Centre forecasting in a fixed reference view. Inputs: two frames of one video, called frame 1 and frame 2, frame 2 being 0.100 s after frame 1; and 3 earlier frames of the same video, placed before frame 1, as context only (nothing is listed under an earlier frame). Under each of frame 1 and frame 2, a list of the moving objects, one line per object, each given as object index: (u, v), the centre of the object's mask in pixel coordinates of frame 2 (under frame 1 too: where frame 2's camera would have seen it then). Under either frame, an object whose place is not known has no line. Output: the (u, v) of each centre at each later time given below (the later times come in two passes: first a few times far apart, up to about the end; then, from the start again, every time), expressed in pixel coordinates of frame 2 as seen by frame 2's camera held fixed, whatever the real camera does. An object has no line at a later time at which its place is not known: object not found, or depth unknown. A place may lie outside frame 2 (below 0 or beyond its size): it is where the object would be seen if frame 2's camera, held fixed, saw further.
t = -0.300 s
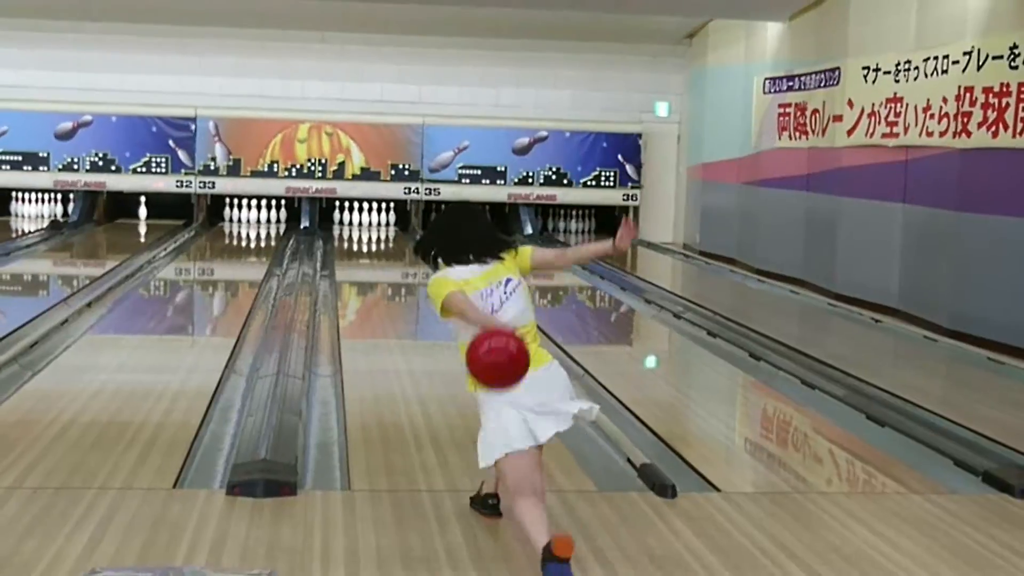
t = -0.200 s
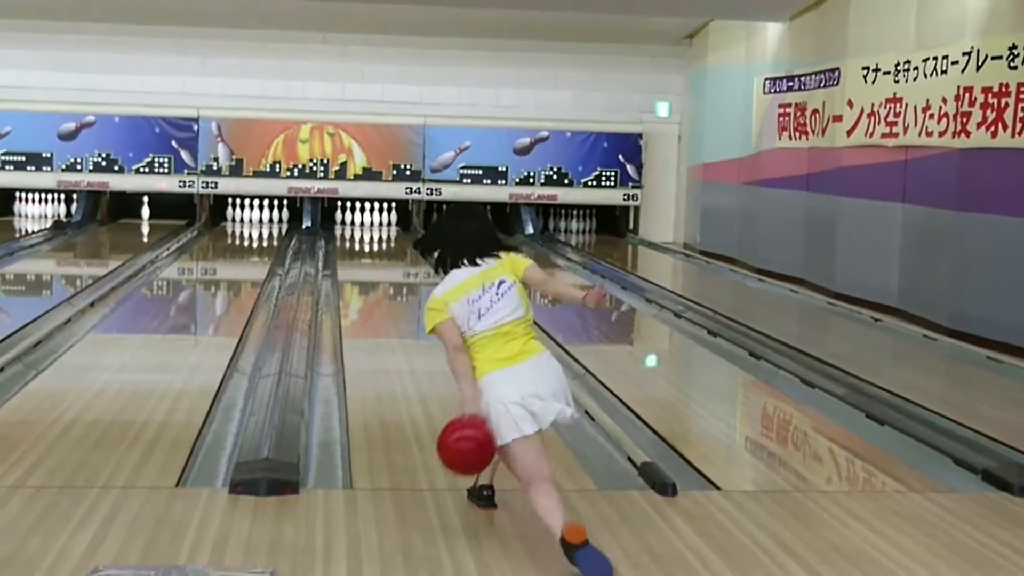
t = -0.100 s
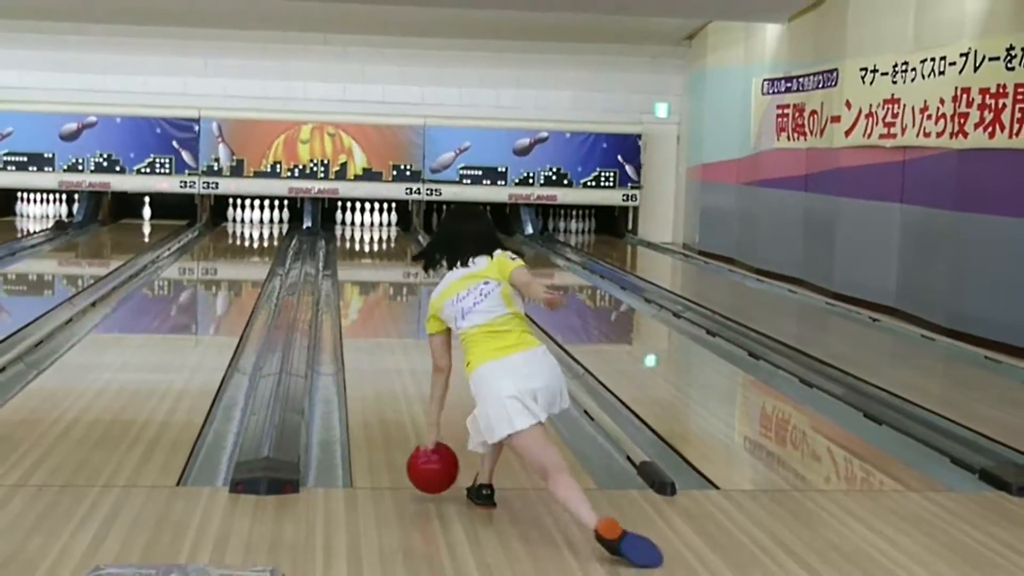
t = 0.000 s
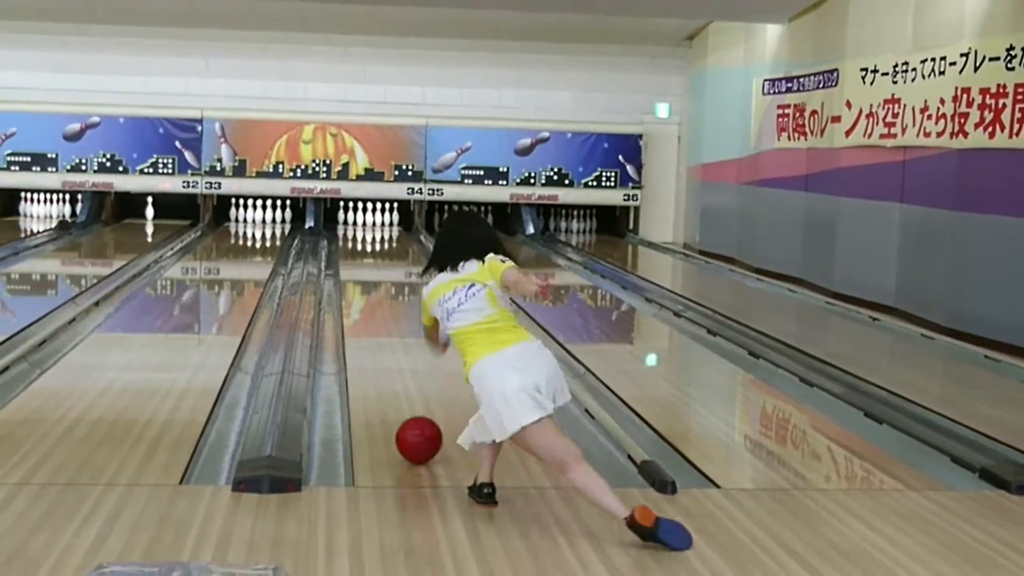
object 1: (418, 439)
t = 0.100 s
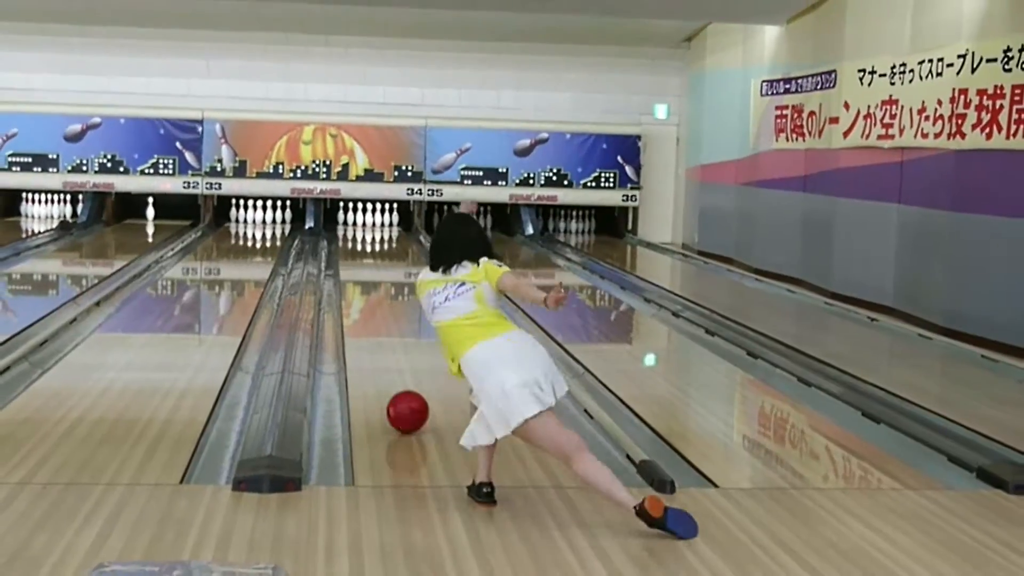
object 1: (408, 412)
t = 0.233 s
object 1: (396, 382)
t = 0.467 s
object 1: (381, 342)
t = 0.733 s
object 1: (369, 311)
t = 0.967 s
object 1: (361, 291)
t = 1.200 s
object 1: (355, 275)
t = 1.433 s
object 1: (350, 263)
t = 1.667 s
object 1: (346, 254)
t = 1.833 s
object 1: (345, 248)
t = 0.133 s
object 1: (404, 403)
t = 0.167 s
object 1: (401, 396)
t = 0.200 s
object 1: (398, 389)
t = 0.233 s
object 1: (396, 382)
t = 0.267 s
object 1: (393, 375)
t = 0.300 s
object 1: (391, 369)
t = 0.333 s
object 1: (389, 363)
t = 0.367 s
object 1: (386, 358)
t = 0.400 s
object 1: (385, 352)
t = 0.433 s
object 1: (383, 347)
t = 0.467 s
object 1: (381, 342)
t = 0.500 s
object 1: (379, 338)
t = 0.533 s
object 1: (377, 333)
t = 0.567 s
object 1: (376, 329)
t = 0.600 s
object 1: (374, 325)
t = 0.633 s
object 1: (373, 322)
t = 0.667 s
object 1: (371, 317)
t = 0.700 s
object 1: (370, 314)
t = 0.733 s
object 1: (369, 311)
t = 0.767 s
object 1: (368, 308)
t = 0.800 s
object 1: (366, 304)
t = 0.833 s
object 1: (365, 302)
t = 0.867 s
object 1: (364, 299)
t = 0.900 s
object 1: (363, 296)
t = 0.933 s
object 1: (362, 293)
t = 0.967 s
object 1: (361, 291)
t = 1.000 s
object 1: (360, 288)
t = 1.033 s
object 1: (359, 286)
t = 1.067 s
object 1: (358, 284)
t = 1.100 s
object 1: (357, 282)
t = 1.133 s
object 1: (356, 279)
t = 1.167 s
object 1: (356, 277)
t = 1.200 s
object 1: (355, 275)
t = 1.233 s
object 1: (354, 273)
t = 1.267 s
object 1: (353, 271)
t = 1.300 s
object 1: (352, 270)
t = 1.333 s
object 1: (352, 268)
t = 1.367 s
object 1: (351, 266)
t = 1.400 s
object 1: (350, 265)
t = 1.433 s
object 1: (350, 263)
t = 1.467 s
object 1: (350, 262)
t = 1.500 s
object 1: (349, 261)
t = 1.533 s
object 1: (348, 259)
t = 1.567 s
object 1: (348, 258)
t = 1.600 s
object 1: (347, 256)
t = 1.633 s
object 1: (347, 255)
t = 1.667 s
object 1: (346, 254)
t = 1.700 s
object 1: (346, 253)
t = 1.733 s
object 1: (345, 252)
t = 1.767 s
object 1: (345, 251)
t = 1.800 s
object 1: (345, 249)
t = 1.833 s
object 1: (345, 248)
